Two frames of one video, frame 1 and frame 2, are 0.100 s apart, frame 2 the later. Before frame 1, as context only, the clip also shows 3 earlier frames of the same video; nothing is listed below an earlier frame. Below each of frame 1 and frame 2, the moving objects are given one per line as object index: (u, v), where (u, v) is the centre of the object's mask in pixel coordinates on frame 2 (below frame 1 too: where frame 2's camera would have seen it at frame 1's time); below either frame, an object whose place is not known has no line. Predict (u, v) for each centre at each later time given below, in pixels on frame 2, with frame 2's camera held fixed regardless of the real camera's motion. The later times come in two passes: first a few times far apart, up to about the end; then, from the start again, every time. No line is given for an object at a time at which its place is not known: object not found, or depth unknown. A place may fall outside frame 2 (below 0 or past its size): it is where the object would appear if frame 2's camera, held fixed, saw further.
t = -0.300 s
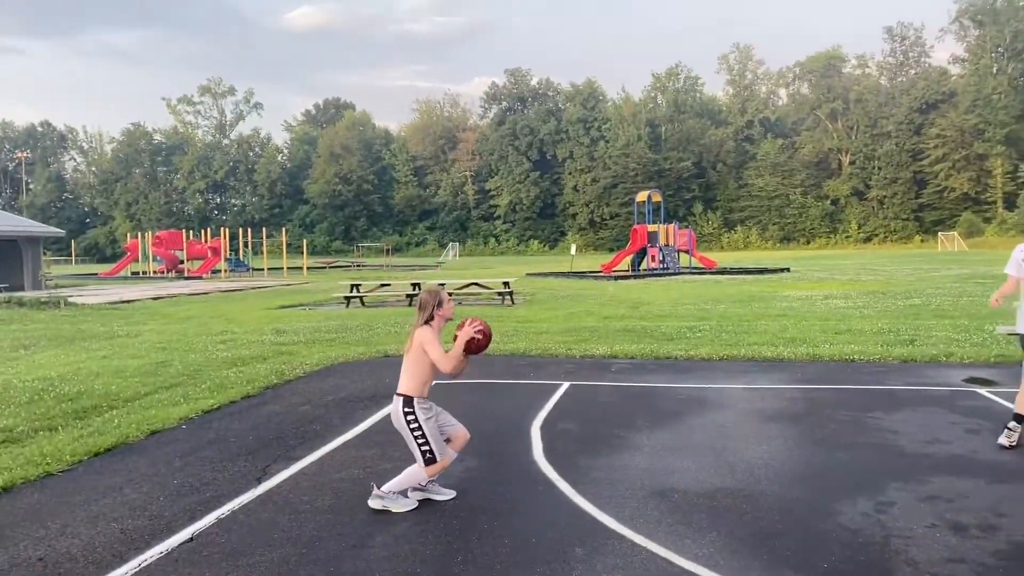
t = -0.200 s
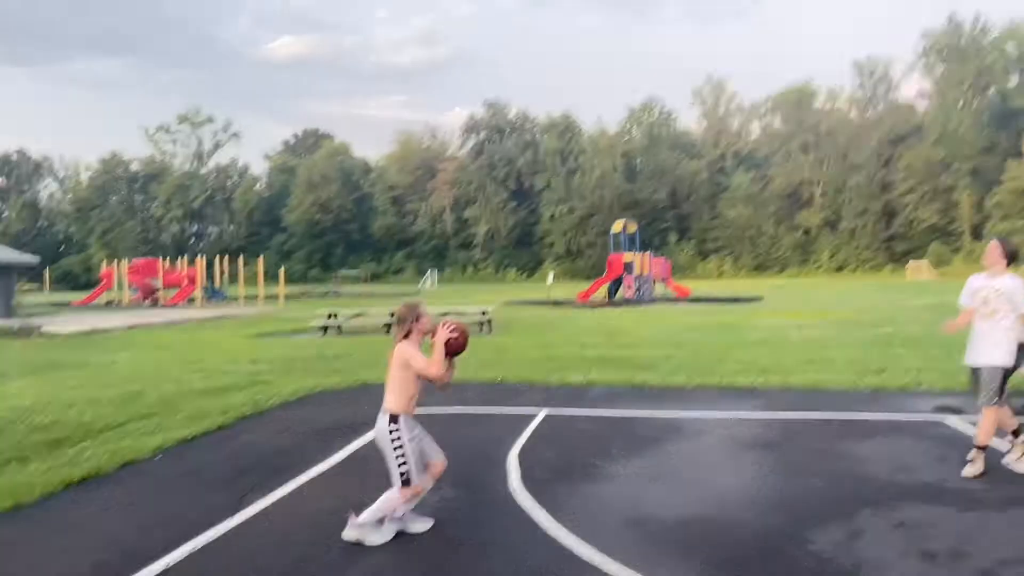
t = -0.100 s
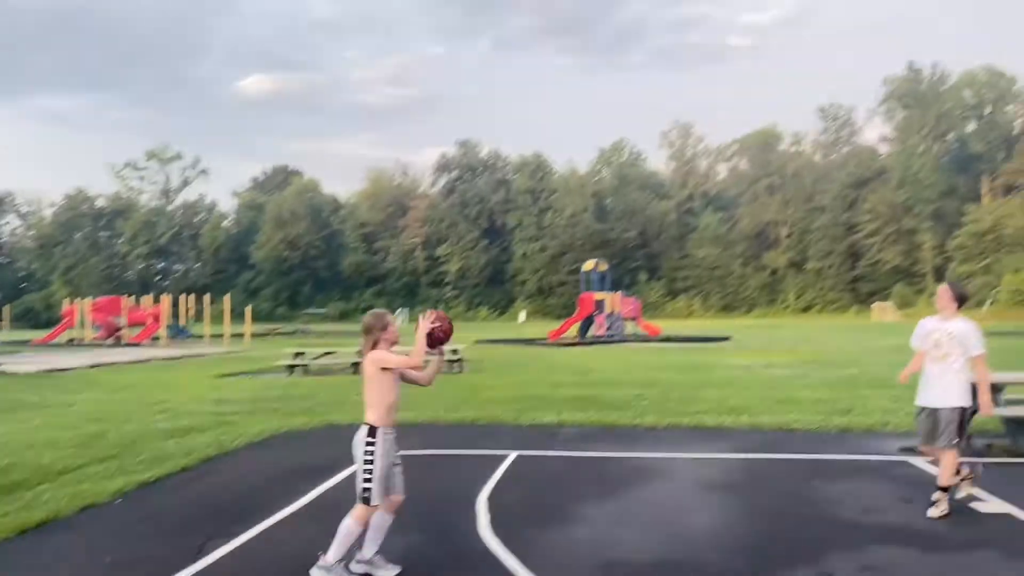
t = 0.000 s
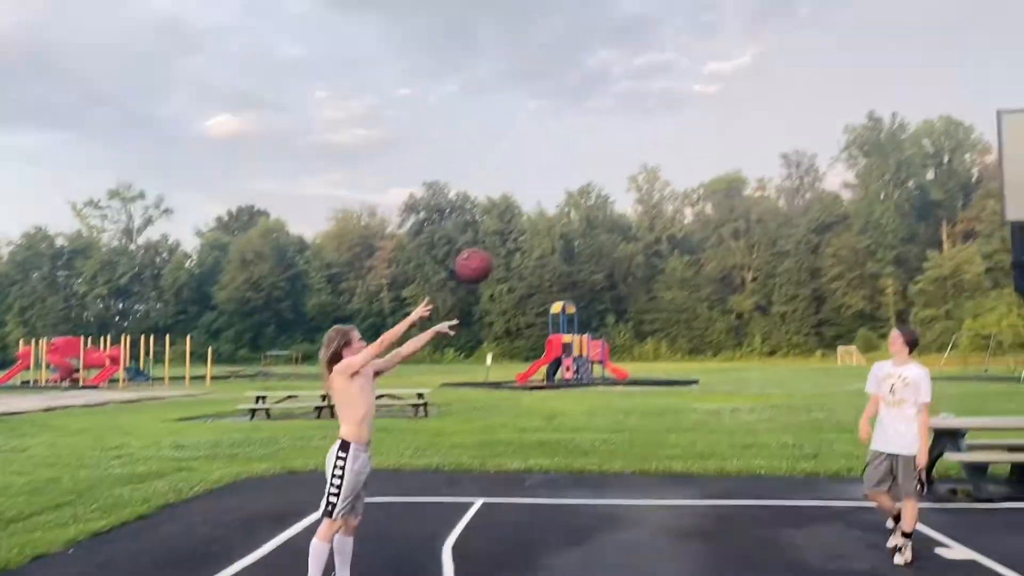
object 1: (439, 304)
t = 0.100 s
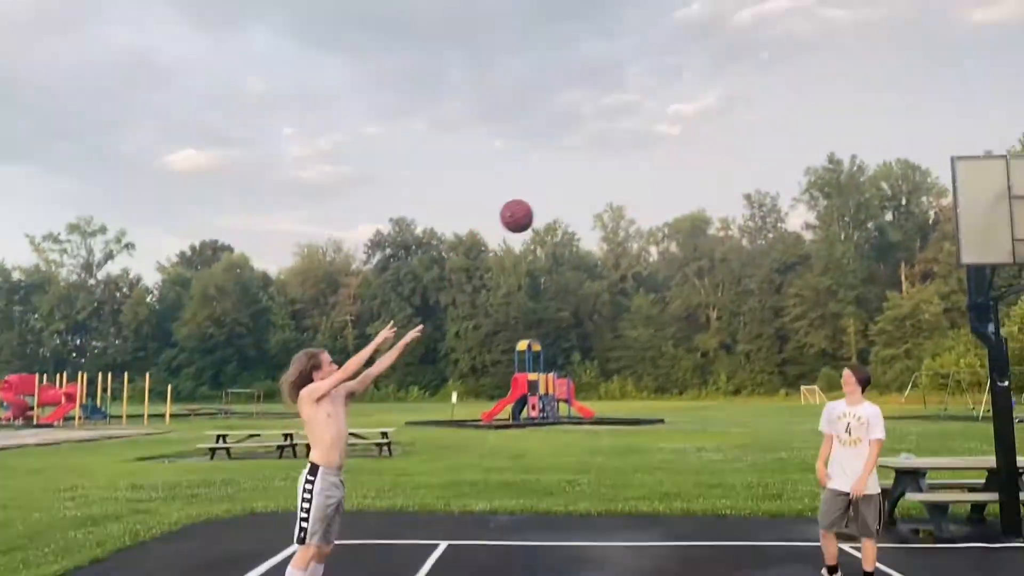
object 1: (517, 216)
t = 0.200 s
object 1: (586, 150)
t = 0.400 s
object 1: (710, 68)
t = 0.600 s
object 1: (823, 45)
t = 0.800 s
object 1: (924, 66)
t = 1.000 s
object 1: (1018, 131)
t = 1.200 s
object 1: (1107, 227)
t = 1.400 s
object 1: (1076, 182)
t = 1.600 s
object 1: (1091, 161)
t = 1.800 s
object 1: (1112, 184)
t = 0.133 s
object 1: (540, 192)
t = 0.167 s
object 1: (563, 170)
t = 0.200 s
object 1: (586, 150)
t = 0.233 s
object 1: (608, 132)
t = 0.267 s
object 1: (629, 116)
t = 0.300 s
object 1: (650, 101)
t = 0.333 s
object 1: (670, 89)
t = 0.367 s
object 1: (690, 77)
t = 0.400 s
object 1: (710, 68)
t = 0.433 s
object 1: (730, 61)
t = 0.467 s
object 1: (749, 55)
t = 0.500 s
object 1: (768, 50)
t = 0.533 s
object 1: (787, 47)
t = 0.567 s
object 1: (805, 45)
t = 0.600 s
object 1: (823, 45)
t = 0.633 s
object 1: (840, 45)
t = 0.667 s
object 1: (857, 47)
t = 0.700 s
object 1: (874, 50)
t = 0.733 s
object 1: (891, 55)
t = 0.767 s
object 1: (908, 60)
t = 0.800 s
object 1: (924, 66)
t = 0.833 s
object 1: (940, 74)
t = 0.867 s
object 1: (956, 84)
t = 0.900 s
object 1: (972, 94)
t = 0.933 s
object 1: (987, 105)
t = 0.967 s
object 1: (1003, 118)
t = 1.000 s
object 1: (1018, 131)
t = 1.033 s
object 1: (1034, 145)
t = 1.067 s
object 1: (1049, 162)
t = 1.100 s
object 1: (1064, 177)
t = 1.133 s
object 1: (1080, 194)
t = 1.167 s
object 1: (1095, 213)
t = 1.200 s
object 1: (1107, 227)
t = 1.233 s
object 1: (1098, 220)
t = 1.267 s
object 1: (1088, 211)
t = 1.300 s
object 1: (1079, 204)
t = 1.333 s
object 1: (1073, 197)
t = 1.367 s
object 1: (1074, 189)
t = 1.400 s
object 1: (1076, 182)
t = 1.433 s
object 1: (1079, 176)
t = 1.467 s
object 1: (1081, 170)
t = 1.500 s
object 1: (1084, 166)
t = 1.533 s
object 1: (1086, 163)
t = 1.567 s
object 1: (1089, 162)
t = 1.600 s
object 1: (1091, 161)
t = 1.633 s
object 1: (1094, 161)
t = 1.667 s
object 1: (1097, 163)
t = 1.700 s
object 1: (1100, 166)
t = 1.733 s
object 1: (1105, 171)
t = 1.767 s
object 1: (1108, 177)
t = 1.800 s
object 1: (1112, 184)
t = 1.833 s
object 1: (1116, 192)
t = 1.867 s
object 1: (1121, 203)
